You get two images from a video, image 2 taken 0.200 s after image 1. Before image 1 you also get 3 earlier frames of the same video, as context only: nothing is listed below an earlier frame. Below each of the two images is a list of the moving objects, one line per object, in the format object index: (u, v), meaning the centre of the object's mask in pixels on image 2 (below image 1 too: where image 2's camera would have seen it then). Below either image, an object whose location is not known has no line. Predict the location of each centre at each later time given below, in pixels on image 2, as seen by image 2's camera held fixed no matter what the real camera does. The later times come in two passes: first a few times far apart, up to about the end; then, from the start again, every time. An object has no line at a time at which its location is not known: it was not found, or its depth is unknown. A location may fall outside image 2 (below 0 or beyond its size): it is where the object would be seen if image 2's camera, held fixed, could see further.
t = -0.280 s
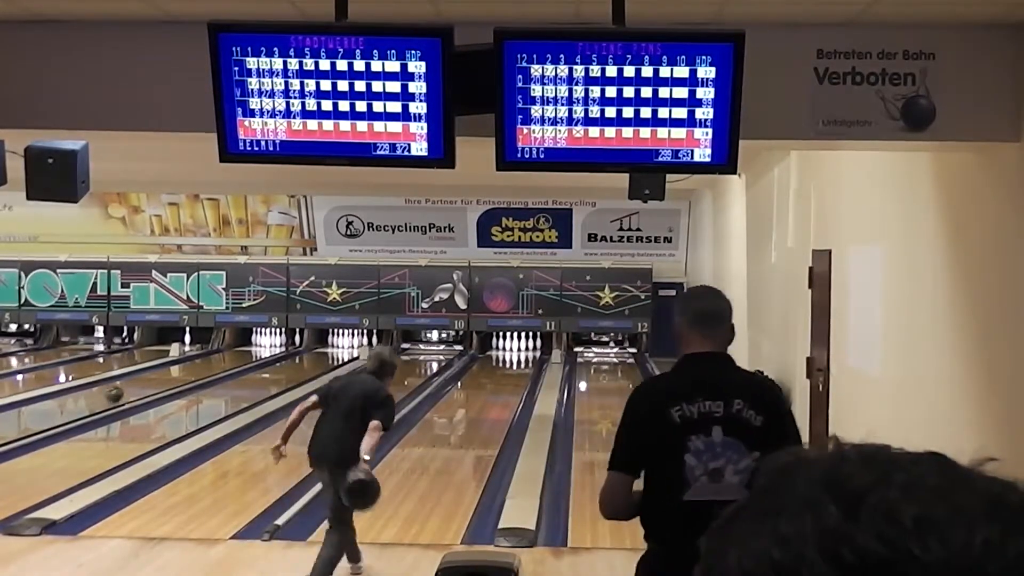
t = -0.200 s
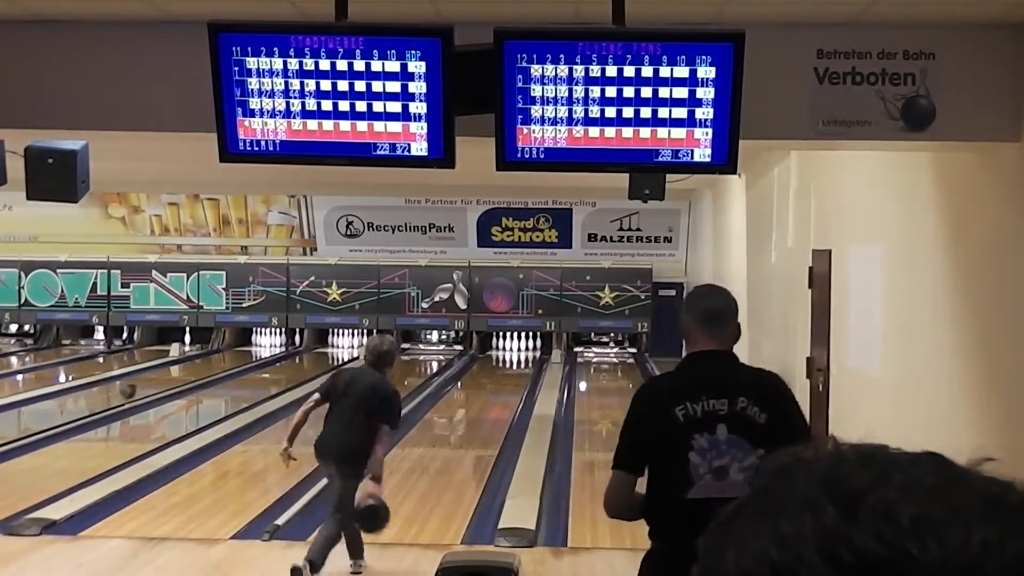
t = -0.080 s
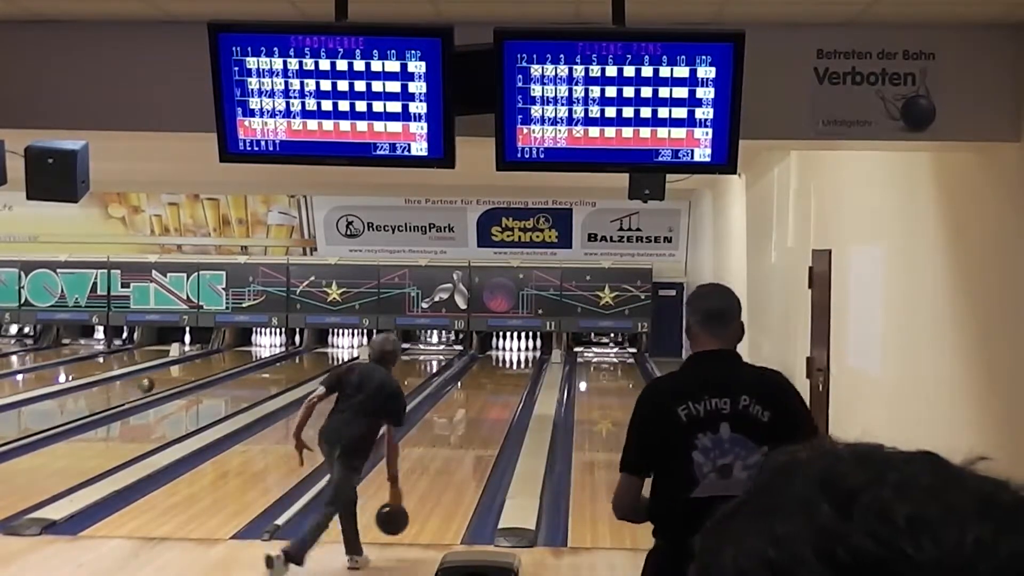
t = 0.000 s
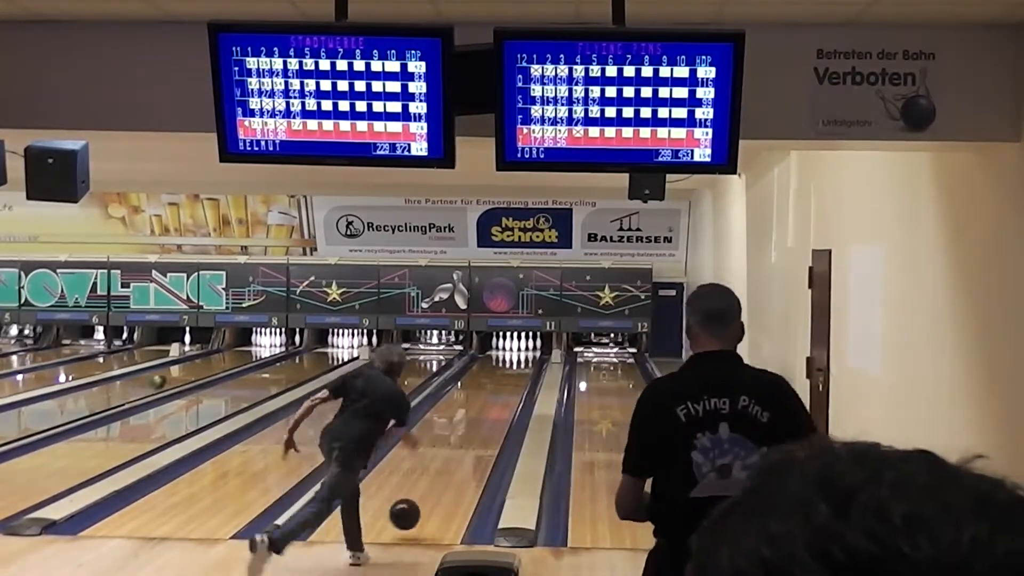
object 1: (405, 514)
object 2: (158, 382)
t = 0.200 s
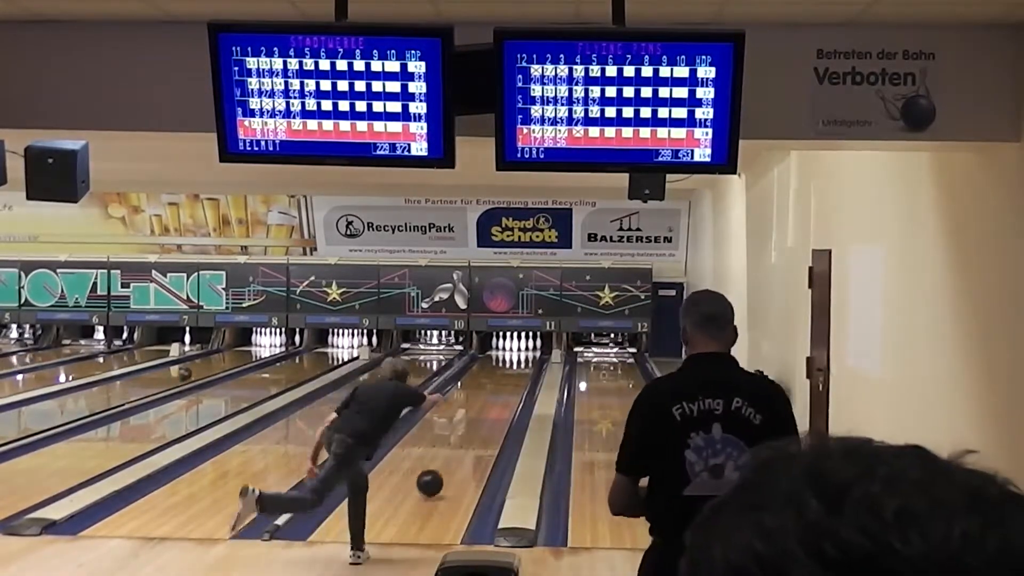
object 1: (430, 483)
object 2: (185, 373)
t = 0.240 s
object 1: (434, 479)
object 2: (189, 373)
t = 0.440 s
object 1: (452, 452)
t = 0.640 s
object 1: (465, 430)
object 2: (230, 362)
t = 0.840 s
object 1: (476, 414)
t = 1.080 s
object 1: (486, 397)
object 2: (263, 349)
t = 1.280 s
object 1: (493, 387)
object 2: (274, 345)
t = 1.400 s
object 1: (497, 381)
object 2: (279, 343)
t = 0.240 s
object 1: (434, 479)
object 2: (189, 373)
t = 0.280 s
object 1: (438, 473)
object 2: (195, 371)
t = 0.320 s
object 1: (441, 467)
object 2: (198, 370)
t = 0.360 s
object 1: (445, 462)
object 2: (203, 369)
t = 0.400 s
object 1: (448, 456)
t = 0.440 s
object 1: (452, 452)
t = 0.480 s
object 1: (454, 446)
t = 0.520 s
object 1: (456, 445)
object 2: (219, 362)
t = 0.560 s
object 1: (462, 436)
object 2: (223, 362)
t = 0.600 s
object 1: (462, 434)
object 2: (227, 361)
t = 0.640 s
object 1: (465, 430)
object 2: (230, 362)
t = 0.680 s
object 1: (468, 426)
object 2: (234, 359)
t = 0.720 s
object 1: (470, 423)
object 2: (237, 359)
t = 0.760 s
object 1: (472, 420)
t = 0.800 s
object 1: (474, 417)
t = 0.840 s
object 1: (476, 414)
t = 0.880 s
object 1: (478, 411)
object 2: (251, 352)
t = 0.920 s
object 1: (480, 408)
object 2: (253, 352)
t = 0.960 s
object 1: (482, 405)
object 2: (256, 350)
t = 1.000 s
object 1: (483, 402)
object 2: (258, 351)
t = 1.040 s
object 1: (485, 400)
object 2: (261, 350)
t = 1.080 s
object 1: (486, 397)
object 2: (263, 349)
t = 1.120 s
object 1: (488, 395)
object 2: (265, 348)
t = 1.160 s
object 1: (489, 393)
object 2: (267, 348)
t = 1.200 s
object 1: (491, 390)
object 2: (270, 347)
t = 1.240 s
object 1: (492, 388)
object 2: (272, 346)
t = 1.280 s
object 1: (493, 387)
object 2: (274, 345)
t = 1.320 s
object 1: (495, 385)
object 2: (276, 345)
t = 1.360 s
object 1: (496, 383)
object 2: (278, 344)
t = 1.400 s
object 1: (497, 381)
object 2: (279, 343)
